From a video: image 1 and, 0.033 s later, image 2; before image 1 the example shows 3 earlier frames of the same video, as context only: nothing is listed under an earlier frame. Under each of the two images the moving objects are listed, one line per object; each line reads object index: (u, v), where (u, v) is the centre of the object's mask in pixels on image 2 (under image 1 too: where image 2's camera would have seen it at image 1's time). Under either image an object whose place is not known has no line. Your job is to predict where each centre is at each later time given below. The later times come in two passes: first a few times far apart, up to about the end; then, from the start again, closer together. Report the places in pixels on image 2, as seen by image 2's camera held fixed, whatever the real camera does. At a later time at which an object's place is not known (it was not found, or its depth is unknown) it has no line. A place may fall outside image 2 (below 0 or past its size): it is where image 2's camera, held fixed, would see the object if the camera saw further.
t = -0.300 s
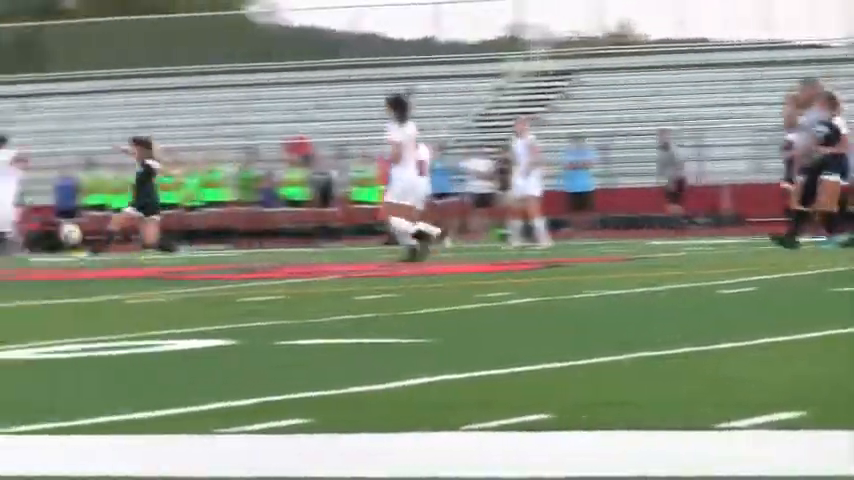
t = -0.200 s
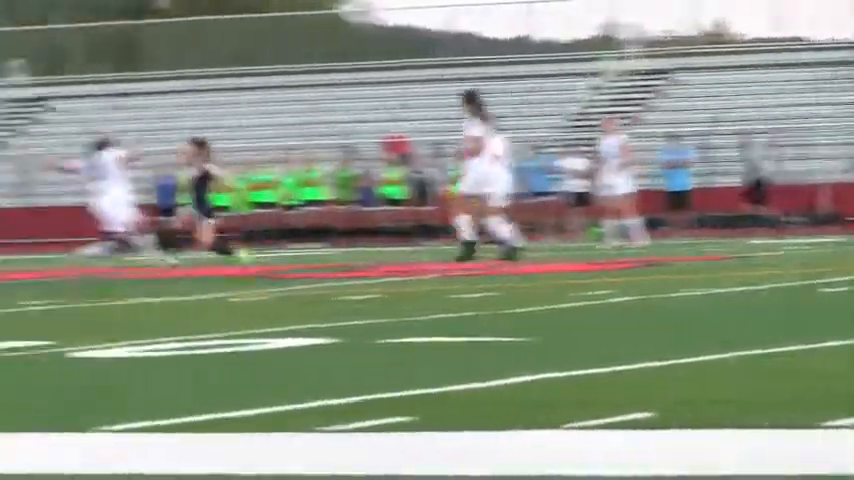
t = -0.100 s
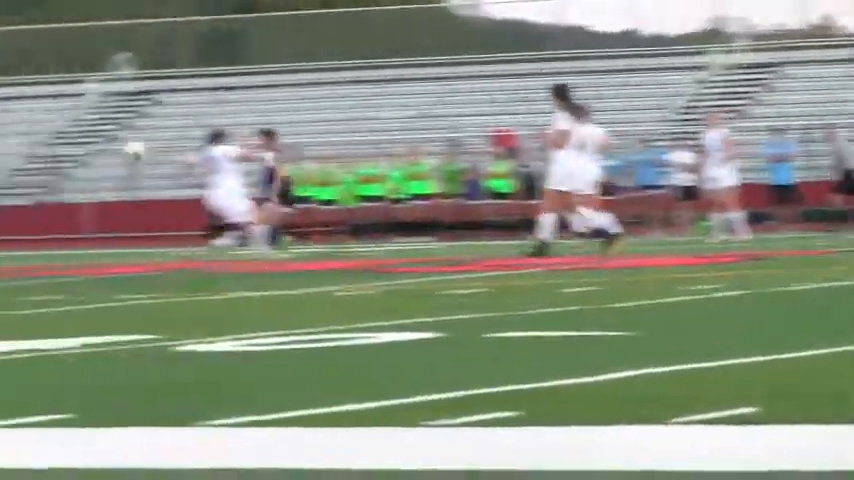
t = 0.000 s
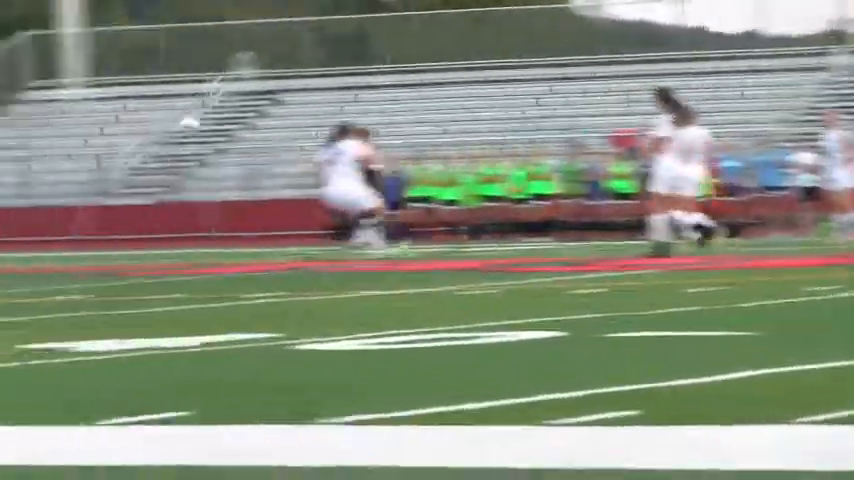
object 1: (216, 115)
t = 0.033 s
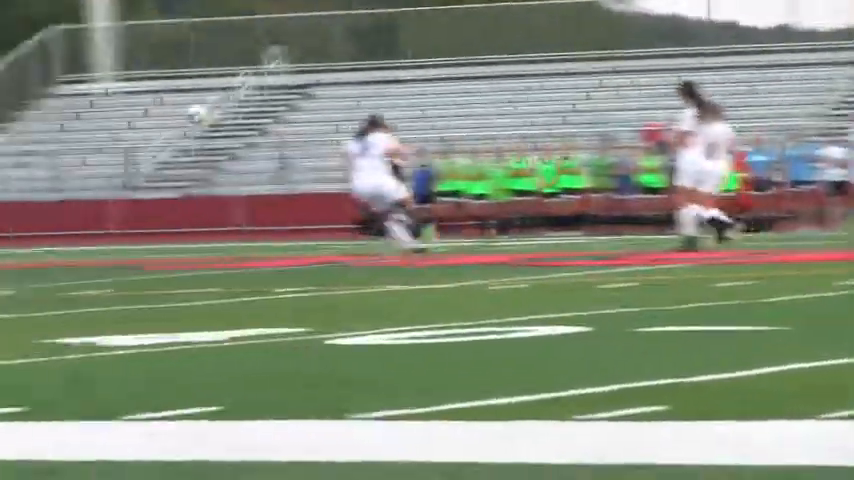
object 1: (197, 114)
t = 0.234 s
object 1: (66, 93)
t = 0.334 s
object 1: (3, 97)
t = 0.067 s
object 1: (174, 107)
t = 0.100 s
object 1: (151, 103)
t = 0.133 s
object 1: (129, 100)
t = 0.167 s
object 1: (107, 97)
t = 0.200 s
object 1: (89, 94)
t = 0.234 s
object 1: (66, 93)
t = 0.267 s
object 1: (41, 93)
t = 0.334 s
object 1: (3, 97)
